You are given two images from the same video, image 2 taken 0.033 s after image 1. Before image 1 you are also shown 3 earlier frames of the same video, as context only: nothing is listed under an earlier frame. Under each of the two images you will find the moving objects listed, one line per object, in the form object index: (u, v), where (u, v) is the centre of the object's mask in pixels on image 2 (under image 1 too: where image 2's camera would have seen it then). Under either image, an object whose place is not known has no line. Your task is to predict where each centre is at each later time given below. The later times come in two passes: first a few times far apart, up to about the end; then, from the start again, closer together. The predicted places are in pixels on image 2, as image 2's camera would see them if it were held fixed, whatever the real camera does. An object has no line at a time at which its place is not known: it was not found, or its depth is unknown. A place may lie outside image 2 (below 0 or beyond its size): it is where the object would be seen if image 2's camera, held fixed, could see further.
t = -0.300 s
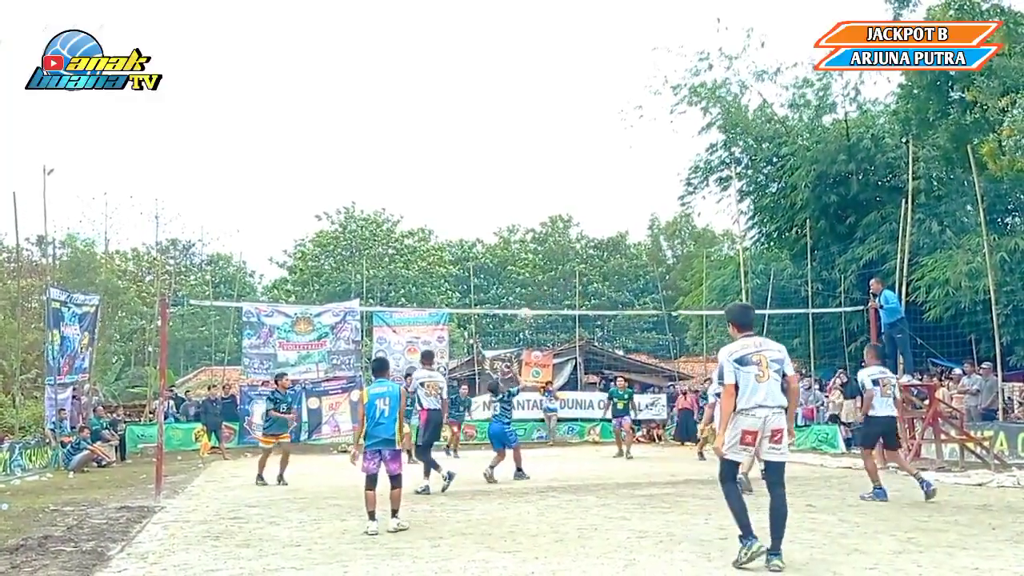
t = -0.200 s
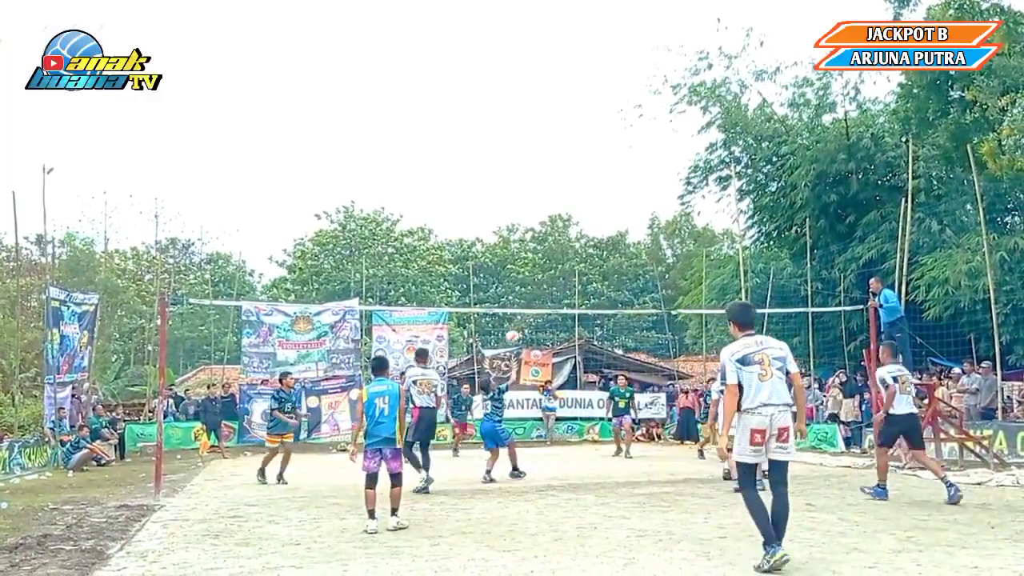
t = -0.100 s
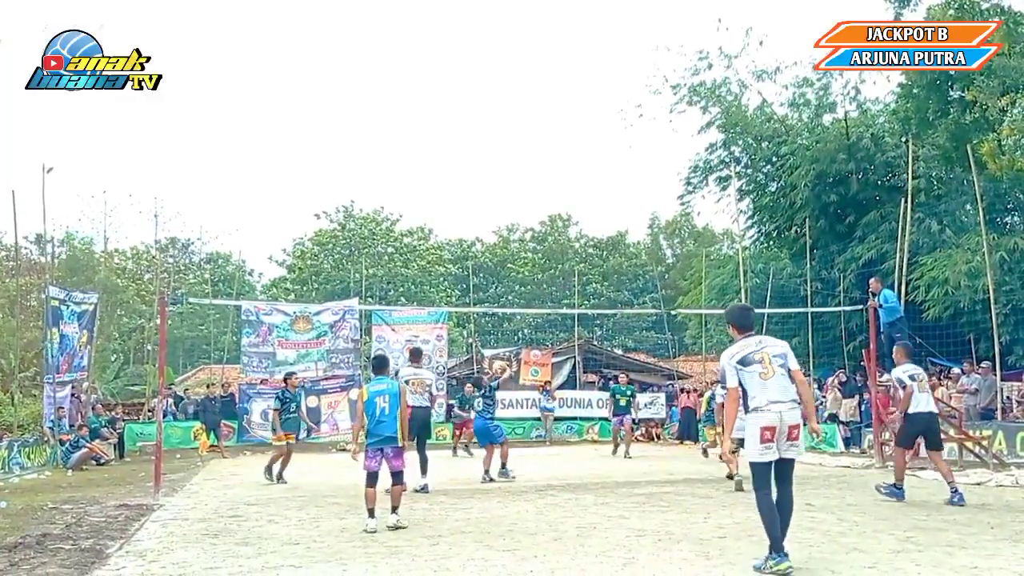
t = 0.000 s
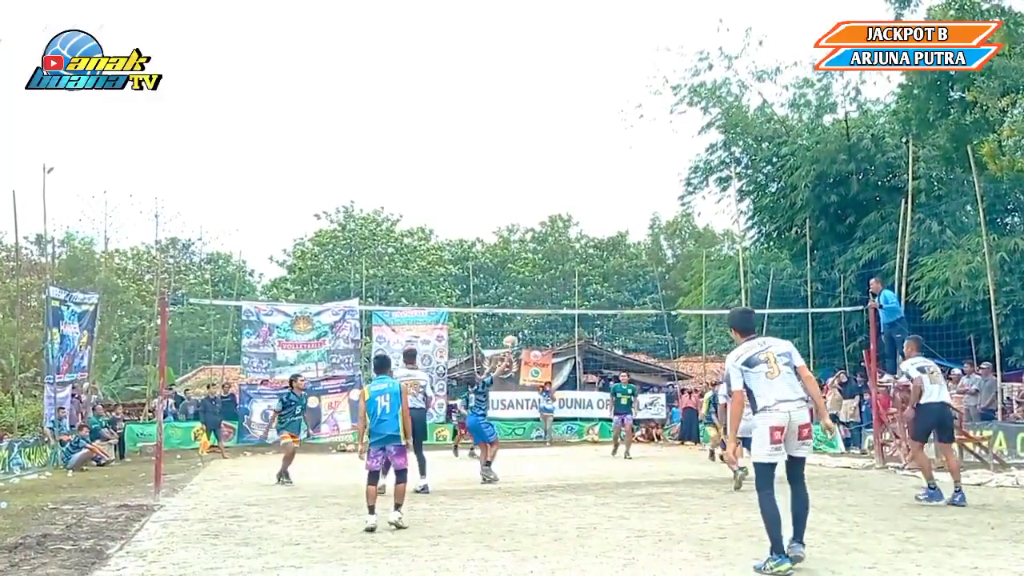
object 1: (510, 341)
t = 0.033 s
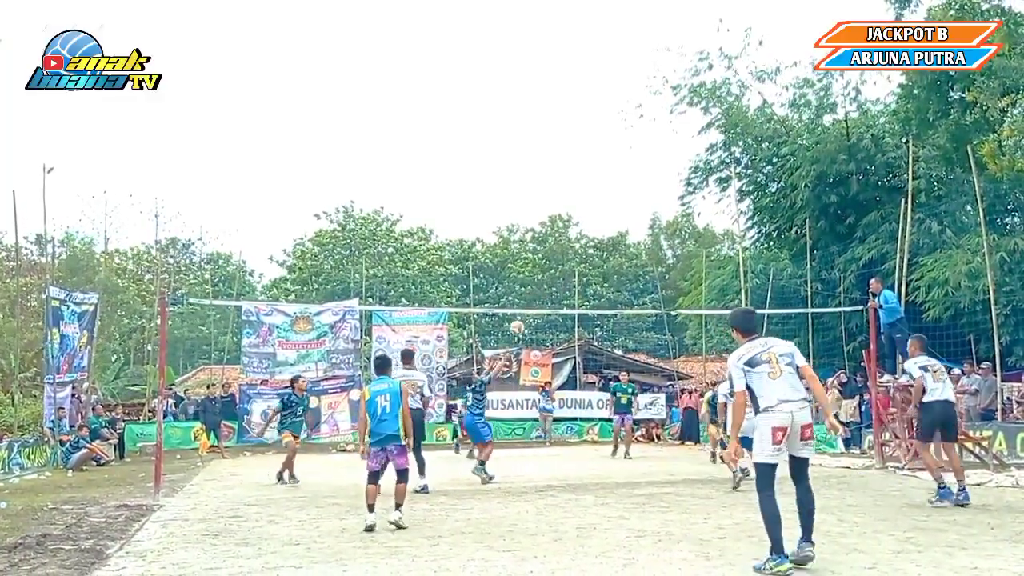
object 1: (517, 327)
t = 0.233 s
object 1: (555, 258)
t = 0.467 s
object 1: (597, 215)
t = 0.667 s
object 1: (631, 206)
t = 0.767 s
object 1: (649, 211)
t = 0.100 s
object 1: (530, 300)
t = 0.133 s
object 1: (536, 288)
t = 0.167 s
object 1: (542, 278)
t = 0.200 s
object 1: (549, 267)
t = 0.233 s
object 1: (555, 258)
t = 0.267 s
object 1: (561, 250)
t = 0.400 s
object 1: (585, 224)
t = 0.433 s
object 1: (591, 219)
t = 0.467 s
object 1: (597, 215)
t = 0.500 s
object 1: (603, 212)
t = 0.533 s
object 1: (609, 210)
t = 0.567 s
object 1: (614, 207)
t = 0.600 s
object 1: (620, 206)
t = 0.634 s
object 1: (626, 206)
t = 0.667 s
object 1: (631, 206)
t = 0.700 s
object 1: (637, 207)
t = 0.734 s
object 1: (643, 208)
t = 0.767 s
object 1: (649, 211)
